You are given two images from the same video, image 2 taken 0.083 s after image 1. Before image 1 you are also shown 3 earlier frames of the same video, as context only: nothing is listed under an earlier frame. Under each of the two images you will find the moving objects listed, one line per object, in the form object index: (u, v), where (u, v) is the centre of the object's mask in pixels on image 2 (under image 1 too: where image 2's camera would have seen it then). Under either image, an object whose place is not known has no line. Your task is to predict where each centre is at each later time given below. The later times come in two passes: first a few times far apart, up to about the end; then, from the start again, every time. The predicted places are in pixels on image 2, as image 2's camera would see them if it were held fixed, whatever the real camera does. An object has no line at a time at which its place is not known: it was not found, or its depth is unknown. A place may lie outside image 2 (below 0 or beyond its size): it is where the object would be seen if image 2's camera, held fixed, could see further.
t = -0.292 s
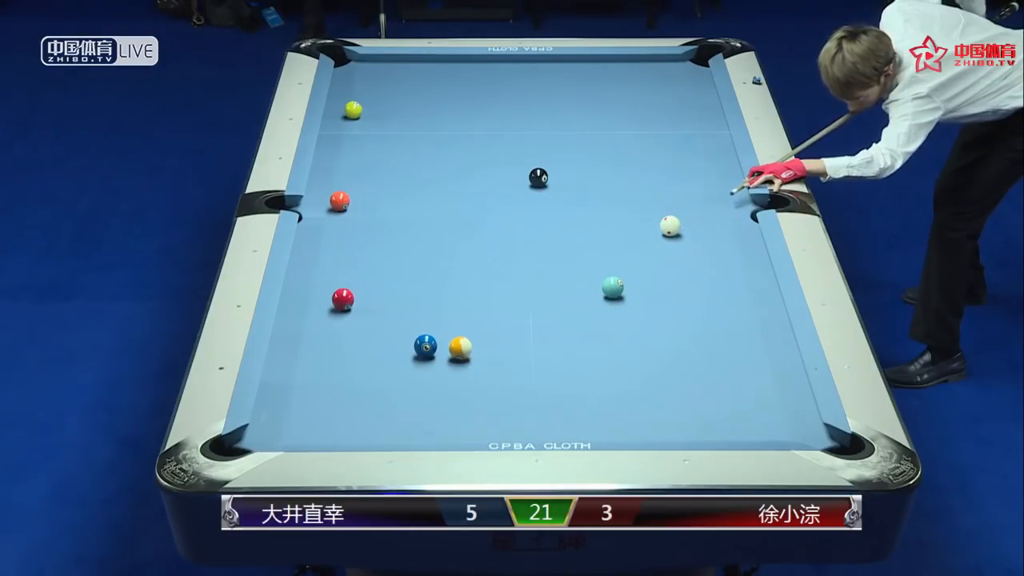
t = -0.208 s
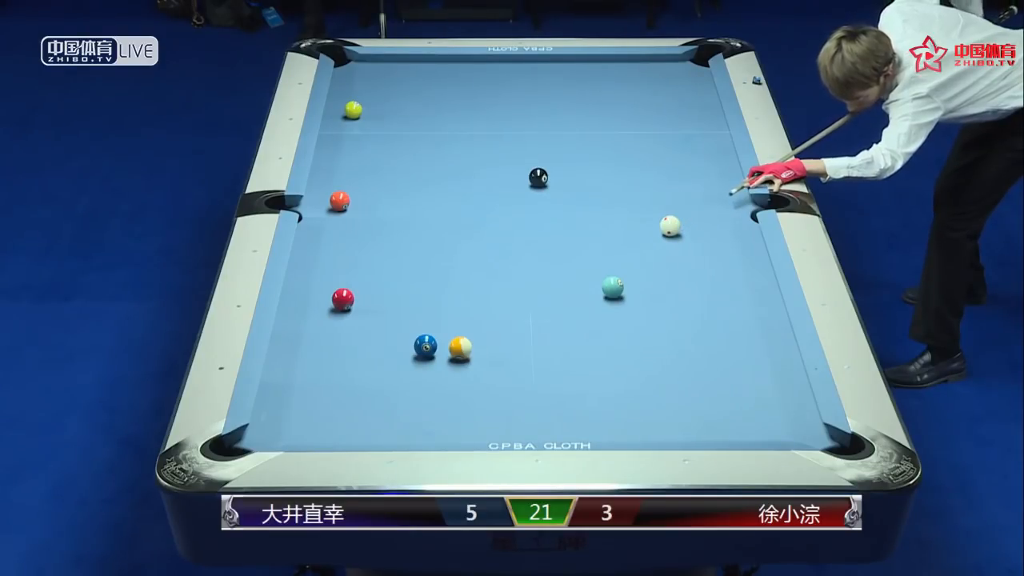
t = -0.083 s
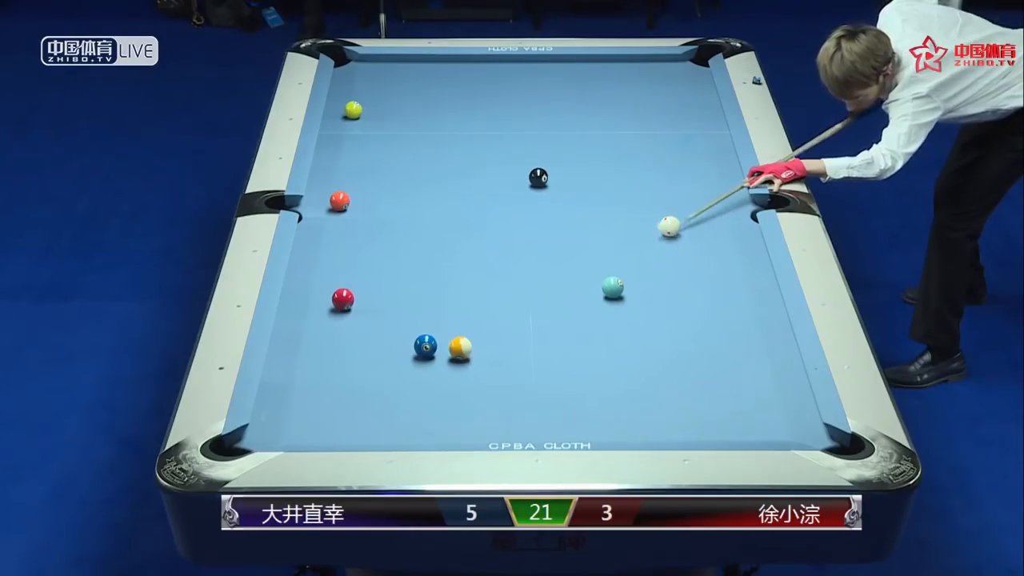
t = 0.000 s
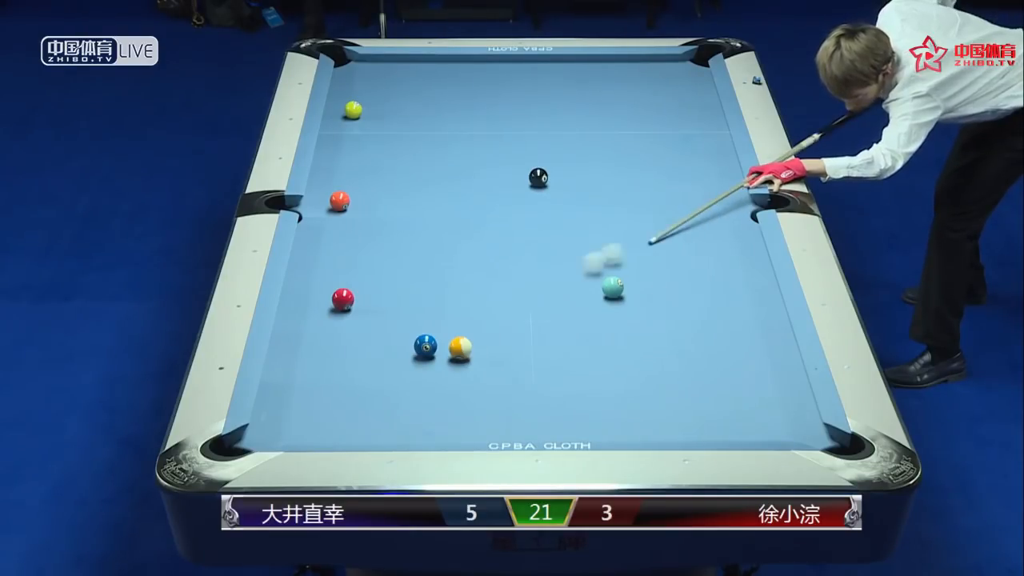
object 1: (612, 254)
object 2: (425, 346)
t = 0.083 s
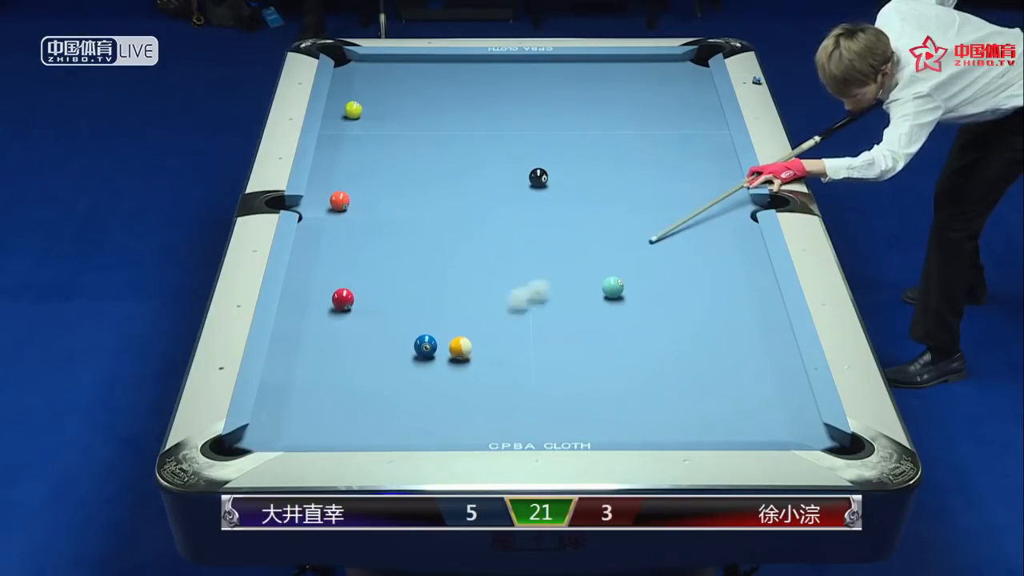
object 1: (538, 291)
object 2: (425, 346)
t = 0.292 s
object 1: (425, 331)
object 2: (300, 424)
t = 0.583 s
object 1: (418, 314)
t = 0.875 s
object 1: (411, 300)
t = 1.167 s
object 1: (405, 288)
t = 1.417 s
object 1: (400, 277)
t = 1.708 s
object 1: (395, 266)
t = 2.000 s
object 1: (391, 257)
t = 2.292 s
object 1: (387, 249)
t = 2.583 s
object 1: (384, 242)
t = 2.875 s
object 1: (382, 237)
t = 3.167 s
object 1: (380, 233)
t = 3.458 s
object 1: (379, 229)
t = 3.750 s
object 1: (377, 227)
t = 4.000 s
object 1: (376, 226)
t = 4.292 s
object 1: (376, 226)
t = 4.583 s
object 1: (376, 226)
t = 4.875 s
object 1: (376, 226)
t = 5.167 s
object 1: (376, 226)
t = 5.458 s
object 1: (376, 226)
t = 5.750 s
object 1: (376, 226)
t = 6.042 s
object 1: (376, 226)
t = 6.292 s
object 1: (376, 226)
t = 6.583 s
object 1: (376, 226)
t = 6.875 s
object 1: (376, 226)
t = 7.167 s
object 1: (376, 226)
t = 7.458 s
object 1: (376, 226)
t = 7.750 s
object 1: (376, 226)
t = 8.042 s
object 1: (376, 226)
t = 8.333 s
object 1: (376, 226)
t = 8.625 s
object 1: (376, 226)
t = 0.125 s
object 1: (500, 309)
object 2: (425, 346)
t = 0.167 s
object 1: (463, 324)
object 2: (425, 346)
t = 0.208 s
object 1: (436, 336)
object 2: (402, 360)
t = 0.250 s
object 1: (427, 333)
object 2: (334, 403)
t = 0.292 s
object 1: (425, 331)
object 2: (300, 424)
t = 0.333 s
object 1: (424, 328)
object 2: (266, 439)
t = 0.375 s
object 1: (423, 326)
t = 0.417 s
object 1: (422, 323)
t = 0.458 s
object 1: (421, 322)
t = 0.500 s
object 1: (420, 319)
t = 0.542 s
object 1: (419, 317)
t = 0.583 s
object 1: (418, 314)
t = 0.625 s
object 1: (417, 313)
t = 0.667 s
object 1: (416, 310)
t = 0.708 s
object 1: (415, 308)
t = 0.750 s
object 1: (414, 306)
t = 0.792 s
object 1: (413, 304)
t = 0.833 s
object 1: (412, 302)
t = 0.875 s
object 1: (411, 300)
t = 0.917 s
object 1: (411, 299)
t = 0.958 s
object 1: (410, 297)
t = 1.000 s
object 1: (409, 295)
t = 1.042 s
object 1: (408, 293)
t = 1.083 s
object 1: (407, 291)
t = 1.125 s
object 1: (406, 290)
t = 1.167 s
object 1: (405, 288)
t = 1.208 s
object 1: (405, 286)
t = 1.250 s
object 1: (403, 283)
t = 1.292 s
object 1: (402, 281)
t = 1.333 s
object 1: (401, 280)
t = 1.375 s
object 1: (401, 278)
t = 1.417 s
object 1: (400, 277)
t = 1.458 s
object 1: (399, 275)
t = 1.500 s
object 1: (399, 273)
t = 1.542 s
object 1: (398, 272)
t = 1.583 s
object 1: (397, 270)
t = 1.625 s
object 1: (397, 269)
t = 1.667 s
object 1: (396, 268)
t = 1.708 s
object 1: (395, 266)
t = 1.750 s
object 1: (395, 265)
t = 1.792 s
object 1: (394, 264)
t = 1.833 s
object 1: (394, 262)
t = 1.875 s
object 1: (393, 261)
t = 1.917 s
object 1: (393, 260)
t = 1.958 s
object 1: (392, 259)
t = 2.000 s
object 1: (391, 257)
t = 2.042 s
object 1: (391, 256)
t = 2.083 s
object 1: (390, 255)
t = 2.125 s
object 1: (390, 254)
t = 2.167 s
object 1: (389, 253)
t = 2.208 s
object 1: (389, 252)
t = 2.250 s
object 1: (388, 250)
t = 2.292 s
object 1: (387, 249)
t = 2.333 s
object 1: (387, 248)
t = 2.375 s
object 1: (386, 247)
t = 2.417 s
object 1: (386, 246)
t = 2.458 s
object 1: (386, 245)
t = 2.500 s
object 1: (385, 244)
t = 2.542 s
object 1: (385, 244)
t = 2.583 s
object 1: (384, 242)
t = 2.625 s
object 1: (384, 242)
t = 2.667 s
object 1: (384, 241)
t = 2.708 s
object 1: (384, 240)
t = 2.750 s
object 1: (383, 239)
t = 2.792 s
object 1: (383, 238)
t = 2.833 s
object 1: (382, 238)
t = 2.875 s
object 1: (382, 237)
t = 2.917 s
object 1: (382, 237)
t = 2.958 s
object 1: (382, 236)
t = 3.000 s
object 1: (381, 236)
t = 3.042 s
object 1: (381, 235)
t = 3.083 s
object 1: (381, 234)
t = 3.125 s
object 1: (381, 233)
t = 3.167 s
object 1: (380, 233)
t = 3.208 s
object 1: (380, 232)
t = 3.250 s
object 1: (380, 231)
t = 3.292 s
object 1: (379, 231)
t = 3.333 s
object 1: (379, 231)
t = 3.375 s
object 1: (379, 230)
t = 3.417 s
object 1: (379, 230)
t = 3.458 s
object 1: (379, 229)
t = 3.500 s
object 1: (378, 229)
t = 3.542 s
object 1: (378, 229)
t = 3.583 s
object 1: (378, 228)
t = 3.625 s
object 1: (378, 228)
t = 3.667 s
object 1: (378, 228)
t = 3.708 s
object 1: (377, 228)
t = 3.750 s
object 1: (377, 227)
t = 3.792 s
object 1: (377, 227)
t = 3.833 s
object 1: (377, 227)
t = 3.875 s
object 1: (377, 227)
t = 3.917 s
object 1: (376, 227)
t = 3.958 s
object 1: (376, 227)
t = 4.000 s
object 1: (376, 226)
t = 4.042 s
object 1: (376, 226)
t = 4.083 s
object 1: (376, 226)
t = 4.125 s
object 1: (376, 226)
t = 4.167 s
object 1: (376, 226)
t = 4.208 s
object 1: (376, 226)
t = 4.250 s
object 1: (376, 226)
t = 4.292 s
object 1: (376, 226)
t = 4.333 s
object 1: (376, 226)
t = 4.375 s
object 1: (376, 226)
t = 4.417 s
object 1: (376, 226)
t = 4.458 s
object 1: (376, 226)
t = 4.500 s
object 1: (376, 226)
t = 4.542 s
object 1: (376, 226)
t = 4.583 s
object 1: (376, 226)
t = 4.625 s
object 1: (376, 226)
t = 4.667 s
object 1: (376, 226)
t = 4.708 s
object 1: (376, 226)
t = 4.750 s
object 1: (376, 226)
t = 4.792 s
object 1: (376, 226)
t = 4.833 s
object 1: (376, 226)
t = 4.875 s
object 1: (376, 226)
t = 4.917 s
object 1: (376, 226)
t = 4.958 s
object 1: (376, 226)
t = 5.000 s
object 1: (376, 226)
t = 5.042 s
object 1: (376, 226)
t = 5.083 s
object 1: (376, 226)
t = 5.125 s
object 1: (376, 226)
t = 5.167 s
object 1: (376, 226)
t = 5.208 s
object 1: (376, 226)
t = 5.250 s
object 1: (376, 226)
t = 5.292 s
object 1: (376, 226)
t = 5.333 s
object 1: (376, 226)
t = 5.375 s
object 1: (376, 226)
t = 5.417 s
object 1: (376, 226)
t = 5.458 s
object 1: (376, 226)
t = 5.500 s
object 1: (376, 226)
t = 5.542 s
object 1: (376, 226)
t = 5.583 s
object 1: (376, 226)
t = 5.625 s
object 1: (376, 226)
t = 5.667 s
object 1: (376, 226)
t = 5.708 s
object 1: (376, 226)
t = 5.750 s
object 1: (376, 226)
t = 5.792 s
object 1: (376, 226)
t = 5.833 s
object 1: (376, 226)
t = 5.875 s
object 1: (376, 226)
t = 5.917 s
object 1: (376, 226)
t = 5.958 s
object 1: (376, 226)
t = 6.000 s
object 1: (376, 226)
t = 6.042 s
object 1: (376, 226)
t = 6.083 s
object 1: (376, 226)
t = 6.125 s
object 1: (376, 226)
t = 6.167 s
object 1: (376, 226)
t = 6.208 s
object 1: (376, 226)
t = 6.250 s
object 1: (376, 226)
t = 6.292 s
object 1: (376, 226)
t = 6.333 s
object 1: (376, 226)
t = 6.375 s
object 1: (376, 226)
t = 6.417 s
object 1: (376, 226)
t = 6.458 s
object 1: (376, 226)
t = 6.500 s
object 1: (376, 226)
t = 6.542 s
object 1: (376, 226)
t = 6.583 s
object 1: (376, 226)
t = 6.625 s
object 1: (376, 226)
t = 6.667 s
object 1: (376, 226)
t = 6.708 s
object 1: (376, 226)
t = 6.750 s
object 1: (376, 226)
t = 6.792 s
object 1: (376, 226)
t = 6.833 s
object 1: (376, 226)
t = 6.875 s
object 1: (376, 226)
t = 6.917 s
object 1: (376, 226)
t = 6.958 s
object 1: (376, 226)
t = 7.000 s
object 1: (376, 226)
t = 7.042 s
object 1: (376, 226)
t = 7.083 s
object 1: (376, 226)
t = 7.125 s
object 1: (376, 226)
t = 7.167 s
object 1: (376, 226)
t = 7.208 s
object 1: (376, 226)
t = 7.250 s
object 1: (376, 226)
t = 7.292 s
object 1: (376, 226)
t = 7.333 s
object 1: (376, 226)
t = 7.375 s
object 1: (376, 226)
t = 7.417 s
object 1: (376, 226)
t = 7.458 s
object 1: (376, 226)
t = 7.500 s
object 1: (376, 226)
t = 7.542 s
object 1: (376, 226)
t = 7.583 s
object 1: (376, 226)
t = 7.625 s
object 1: (376, 226)
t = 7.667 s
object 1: (376, 226)
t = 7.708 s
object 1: (376, 226)
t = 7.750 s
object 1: (376, 226)
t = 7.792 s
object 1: (376, 226)
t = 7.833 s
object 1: (376, 226)
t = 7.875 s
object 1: (376, 226)
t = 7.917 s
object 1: (376, 226)
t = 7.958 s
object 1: (376, 226)
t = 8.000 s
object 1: (376, 226)
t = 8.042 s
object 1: (376, 226)
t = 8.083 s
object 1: (376, 226)
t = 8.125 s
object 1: (376, 226)
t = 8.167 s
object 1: (376, 226)
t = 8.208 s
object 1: (376, 226)
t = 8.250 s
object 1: (376, 226)
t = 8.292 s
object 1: (376, 226)
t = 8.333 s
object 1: (376, 226)
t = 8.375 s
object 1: (376, 226)
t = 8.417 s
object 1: (376, 226)
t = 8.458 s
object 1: (376, 226)
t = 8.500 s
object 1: (376, 226)
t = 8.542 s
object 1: (376, 226)
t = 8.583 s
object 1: (376, 226)
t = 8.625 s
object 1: (376, 226)
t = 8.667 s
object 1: (376, 226)
